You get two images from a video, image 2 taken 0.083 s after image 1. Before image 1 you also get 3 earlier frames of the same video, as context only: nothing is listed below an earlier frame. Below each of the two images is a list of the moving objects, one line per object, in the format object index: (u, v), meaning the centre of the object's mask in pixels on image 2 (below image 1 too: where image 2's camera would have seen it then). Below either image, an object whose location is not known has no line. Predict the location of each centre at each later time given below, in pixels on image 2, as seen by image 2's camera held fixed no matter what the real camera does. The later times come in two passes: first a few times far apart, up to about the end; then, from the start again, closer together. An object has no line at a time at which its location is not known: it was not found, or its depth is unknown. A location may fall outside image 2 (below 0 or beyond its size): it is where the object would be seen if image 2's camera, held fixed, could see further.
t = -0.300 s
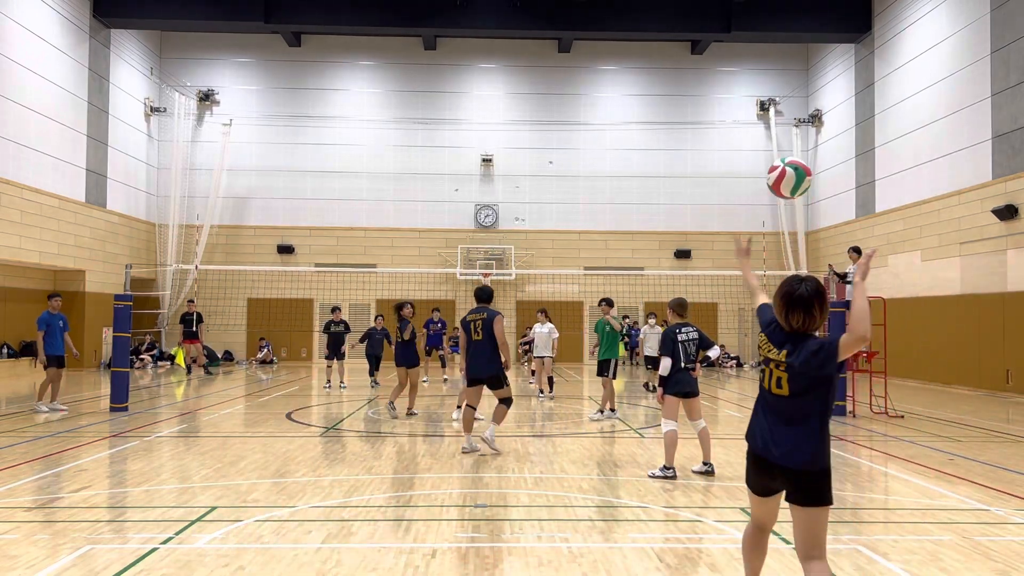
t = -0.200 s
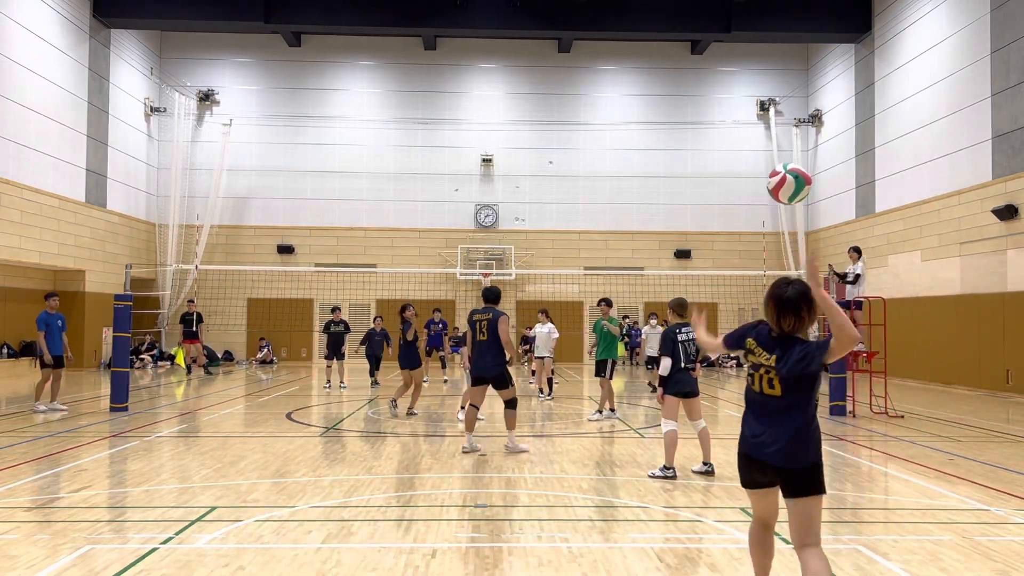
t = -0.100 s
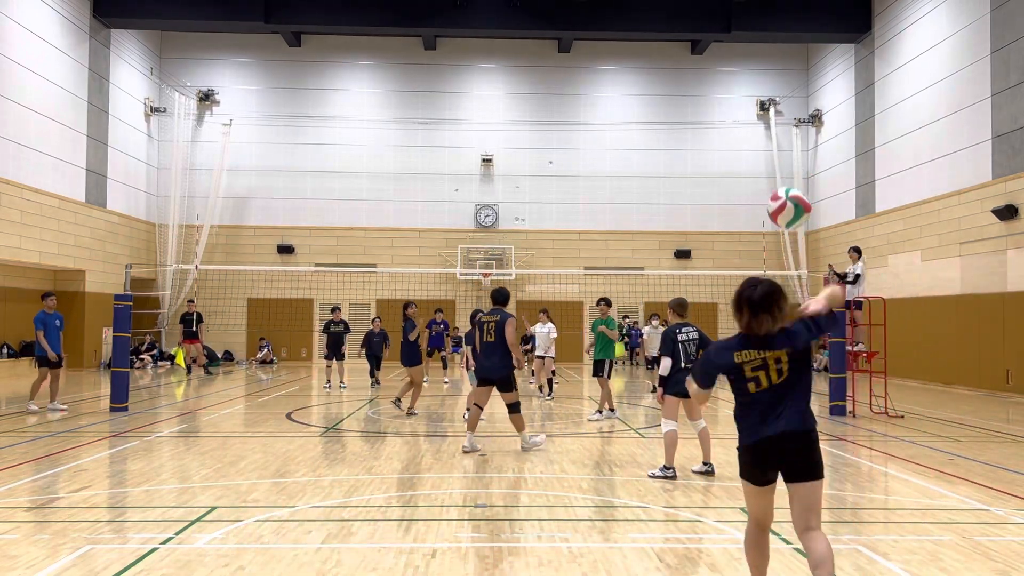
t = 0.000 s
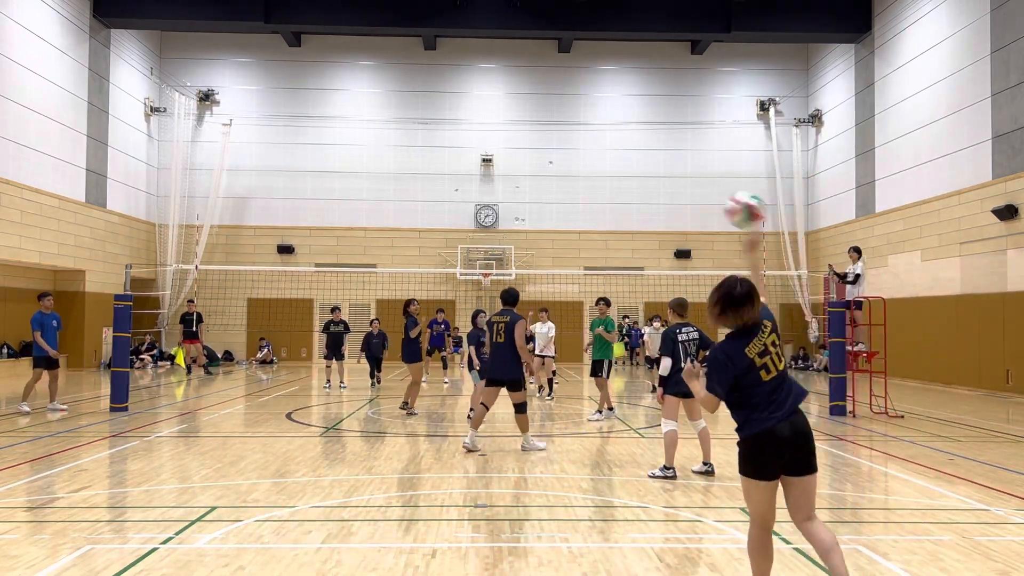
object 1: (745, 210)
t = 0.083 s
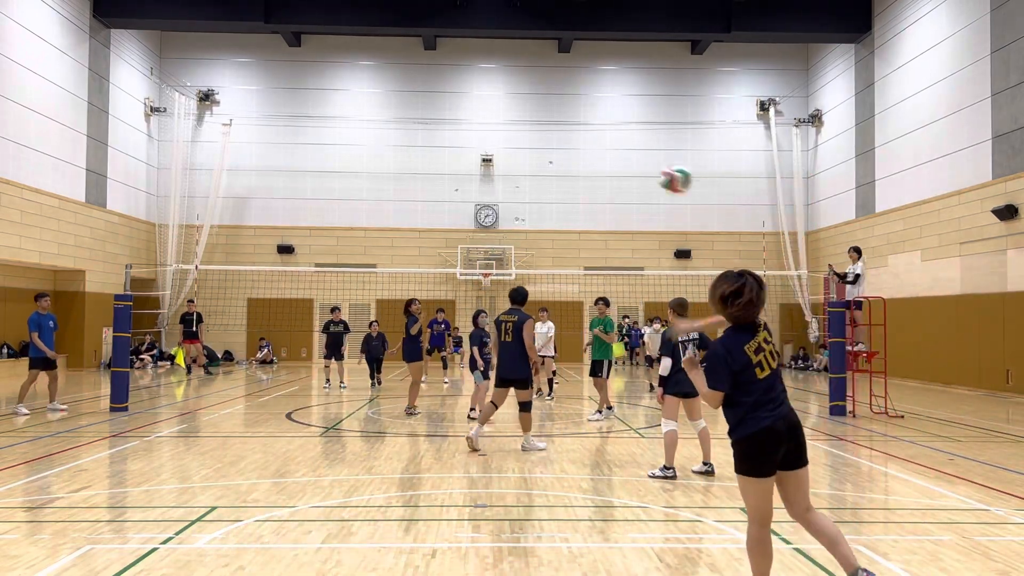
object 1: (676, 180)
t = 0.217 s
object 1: (611, 160)
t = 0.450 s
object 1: (556, 173)
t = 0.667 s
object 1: (526, 214)
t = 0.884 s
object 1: (506, 257)
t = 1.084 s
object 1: (491, 303)
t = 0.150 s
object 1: (638, 166)
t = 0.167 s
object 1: (631, 164)
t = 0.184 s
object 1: (624, 162)
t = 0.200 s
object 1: (618, 161)
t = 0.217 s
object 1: (611, 160)
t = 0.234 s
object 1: (605, 159)
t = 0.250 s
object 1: (600, 159)
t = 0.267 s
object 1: (595, 159)
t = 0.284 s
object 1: (591, 159)
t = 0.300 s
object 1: (587, 160)
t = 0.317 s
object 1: (583, 161)
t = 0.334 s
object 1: (579, 162)
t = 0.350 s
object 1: (576, 163)
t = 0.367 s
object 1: (573, 164)
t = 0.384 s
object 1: (569, 166)
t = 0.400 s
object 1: (565, 168)
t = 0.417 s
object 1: (562, 170)
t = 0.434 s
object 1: (559, 172)
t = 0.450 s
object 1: (556, 173)
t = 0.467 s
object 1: (554, 176)
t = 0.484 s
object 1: (552, 179)
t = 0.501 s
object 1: (549, 182)
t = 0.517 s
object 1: (546, 185)
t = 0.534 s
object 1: (544, 187)
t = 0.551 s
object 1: (541, 190)
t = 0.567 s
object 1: (539, 193)
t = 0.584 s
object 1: (537, 197)
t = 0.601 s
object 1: (535, 200)
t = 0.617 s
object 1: (532, 203)
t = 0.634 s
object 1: (531, 207)
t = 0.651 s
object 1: (528, 210)
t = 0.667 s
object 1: (526, 214)
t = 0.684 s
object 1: (525, 216)
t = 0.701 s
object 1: (523, 219)
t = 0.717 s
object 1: (521, 222)
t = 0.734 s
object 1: (519, 224)
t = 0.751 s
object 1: (519, 225)
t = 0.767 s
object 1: (516, 234)
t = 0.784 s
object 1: (515, 235)
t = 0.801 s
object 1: (513, 240)
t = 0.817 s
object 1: (511, 243)
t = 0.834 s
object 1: (510, 247)
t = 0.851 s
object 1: (509, 250)
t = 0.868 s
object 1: (508, 253)
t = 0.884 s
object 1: (506, 257)
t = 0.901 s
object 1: (506, 259)
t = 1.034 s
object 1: (495, 291)
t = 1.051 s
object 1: (494, 295)
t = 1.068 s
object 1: (493, 300)
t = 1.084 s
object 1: (491, 303)
